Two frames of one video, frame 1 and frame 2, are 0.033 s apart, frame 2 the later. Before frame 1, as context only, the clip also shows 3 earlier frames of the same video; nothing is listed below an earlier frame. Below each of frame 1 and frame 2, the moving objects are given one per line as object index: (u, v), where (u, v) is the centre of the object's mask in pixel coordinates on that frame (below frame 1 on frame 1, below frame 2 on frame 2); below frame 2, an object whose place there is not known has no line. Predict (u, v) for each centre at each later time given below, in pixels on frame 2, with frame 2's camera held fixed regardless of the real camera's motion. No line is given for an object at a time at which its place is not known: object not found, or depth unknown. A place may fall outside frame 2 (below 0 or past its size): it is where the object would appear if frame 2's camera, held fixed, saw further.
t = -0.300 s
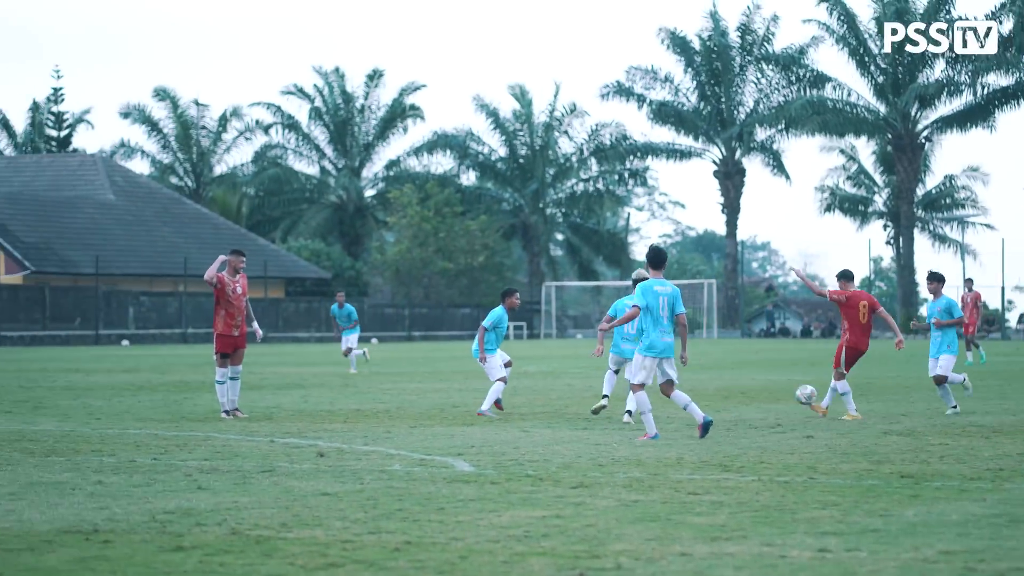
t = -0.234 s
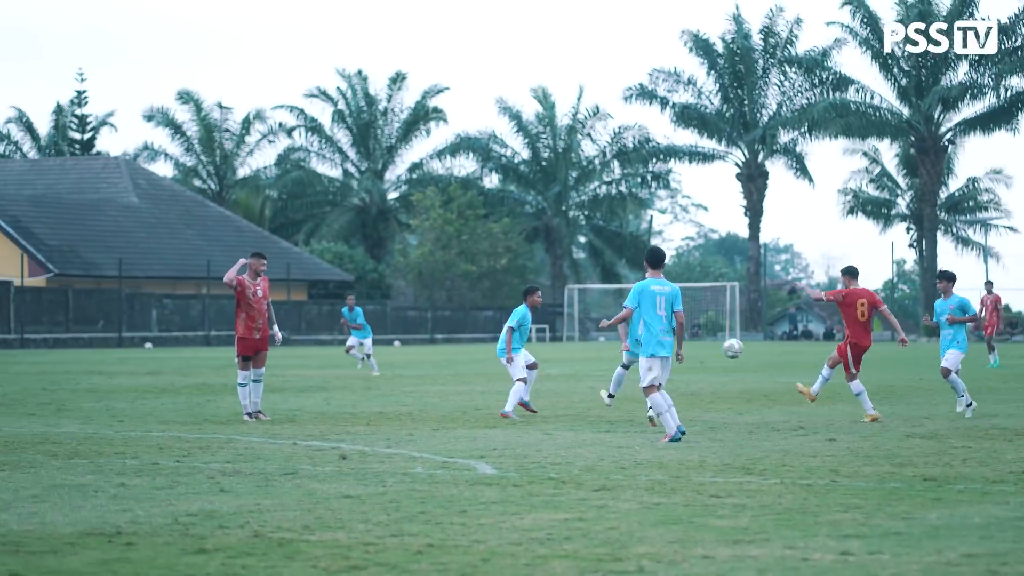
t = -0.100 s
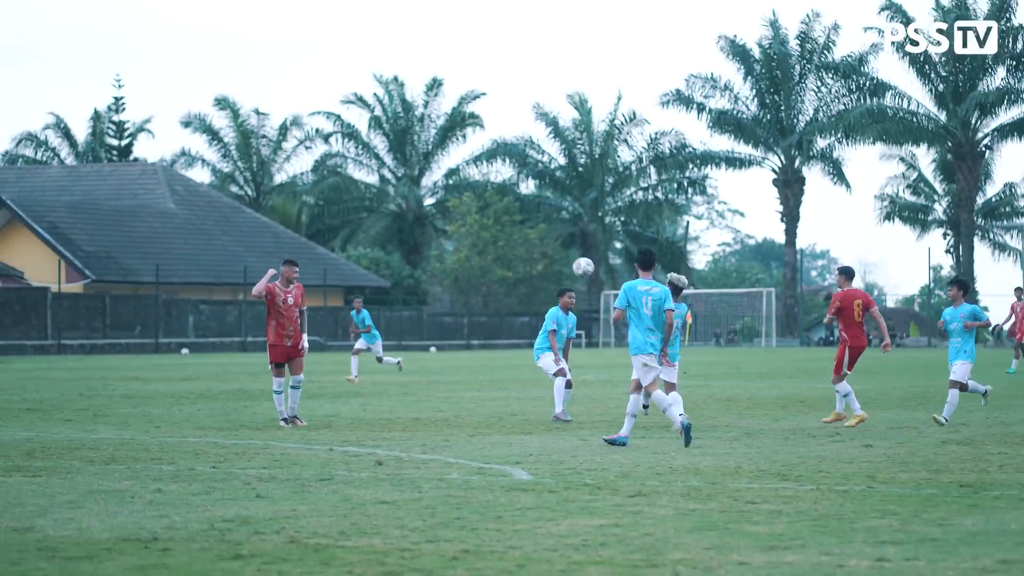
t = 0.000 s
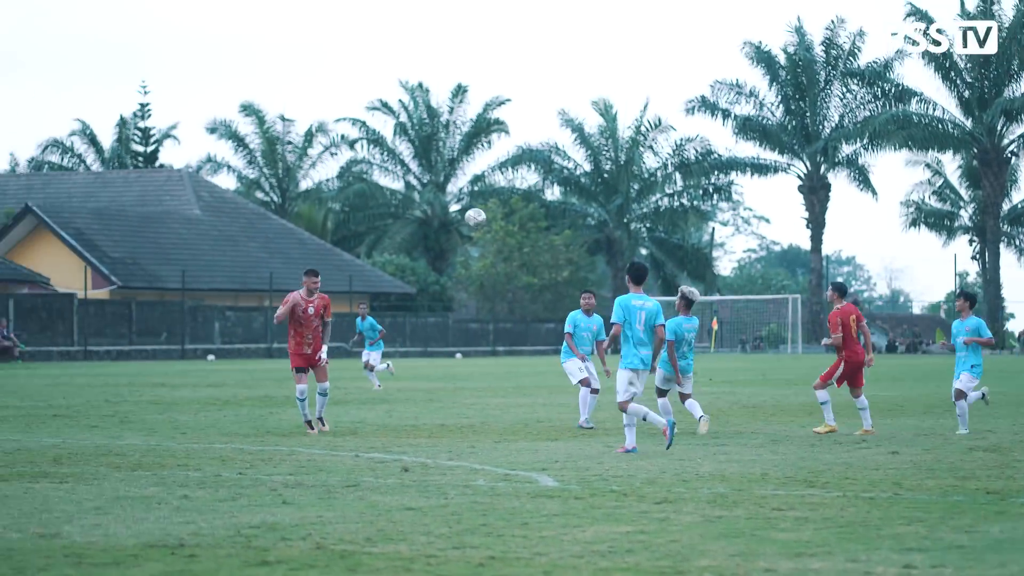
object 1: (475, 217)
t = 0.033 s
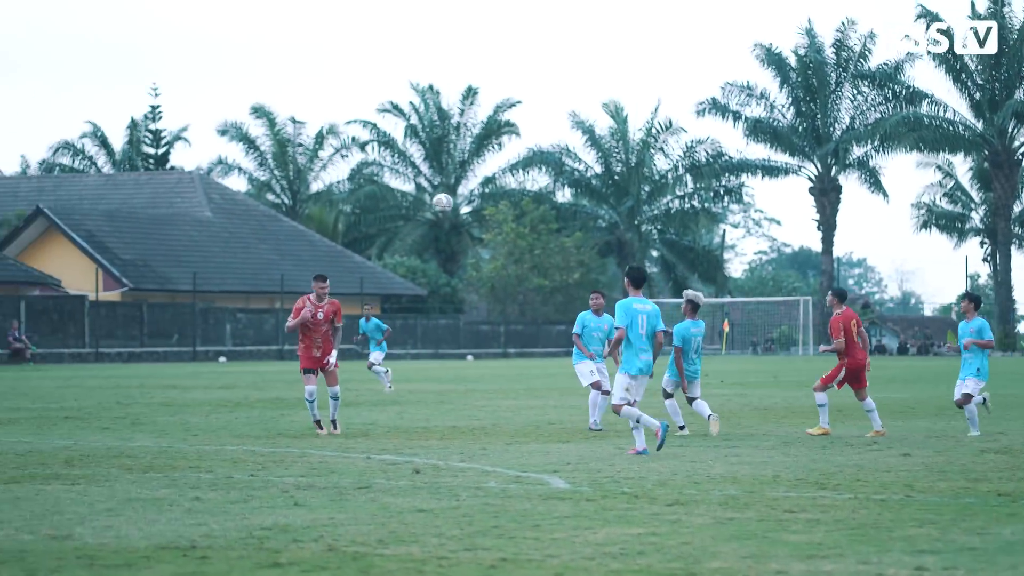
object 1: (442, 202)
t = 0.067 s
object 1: (399, 186)
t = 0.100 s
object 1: (358, 172)
